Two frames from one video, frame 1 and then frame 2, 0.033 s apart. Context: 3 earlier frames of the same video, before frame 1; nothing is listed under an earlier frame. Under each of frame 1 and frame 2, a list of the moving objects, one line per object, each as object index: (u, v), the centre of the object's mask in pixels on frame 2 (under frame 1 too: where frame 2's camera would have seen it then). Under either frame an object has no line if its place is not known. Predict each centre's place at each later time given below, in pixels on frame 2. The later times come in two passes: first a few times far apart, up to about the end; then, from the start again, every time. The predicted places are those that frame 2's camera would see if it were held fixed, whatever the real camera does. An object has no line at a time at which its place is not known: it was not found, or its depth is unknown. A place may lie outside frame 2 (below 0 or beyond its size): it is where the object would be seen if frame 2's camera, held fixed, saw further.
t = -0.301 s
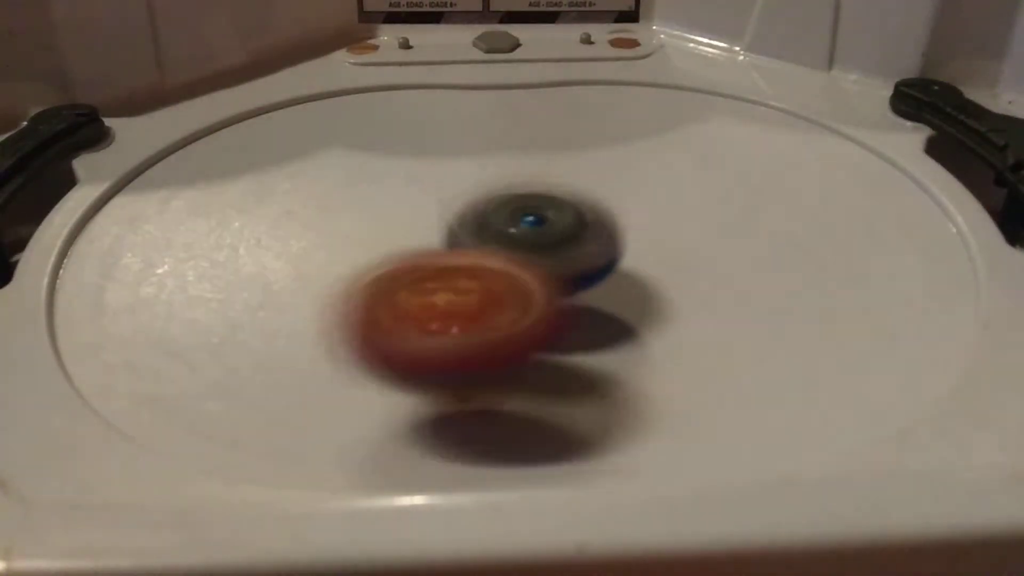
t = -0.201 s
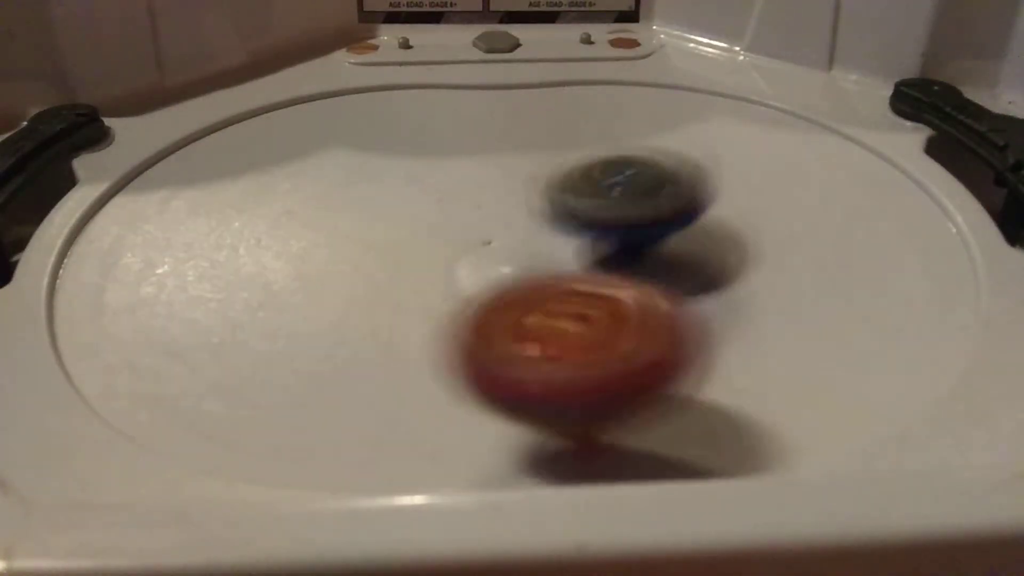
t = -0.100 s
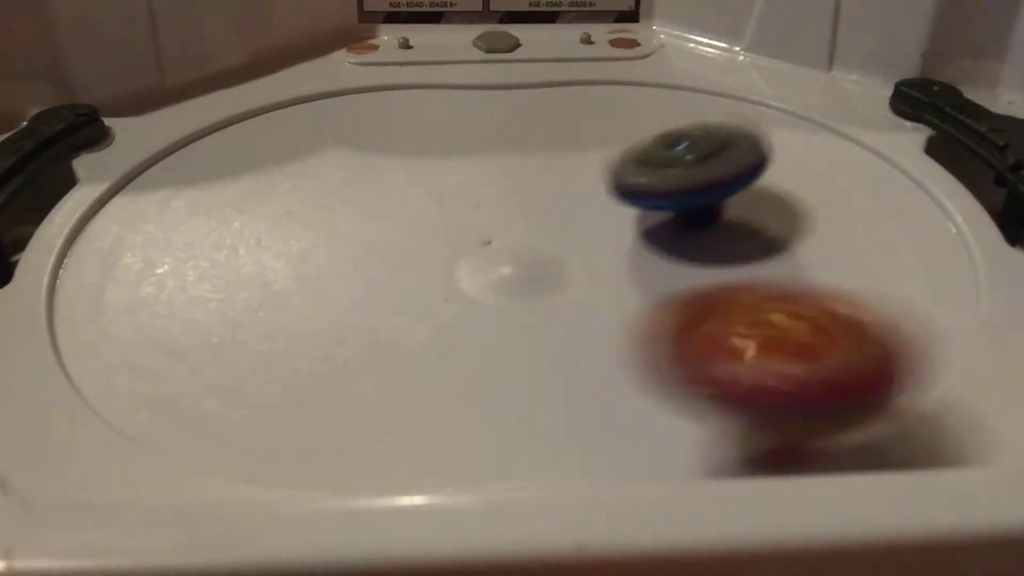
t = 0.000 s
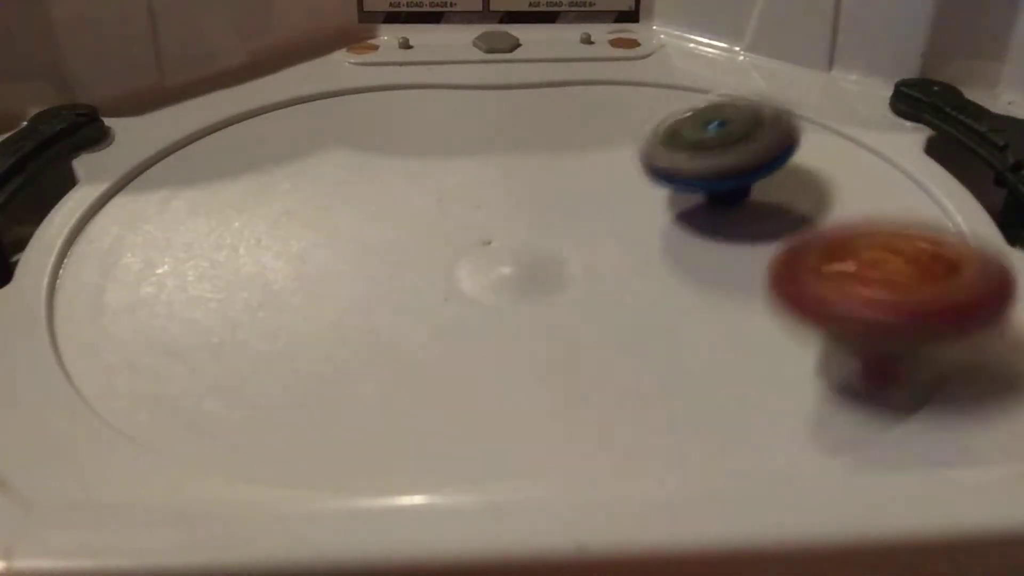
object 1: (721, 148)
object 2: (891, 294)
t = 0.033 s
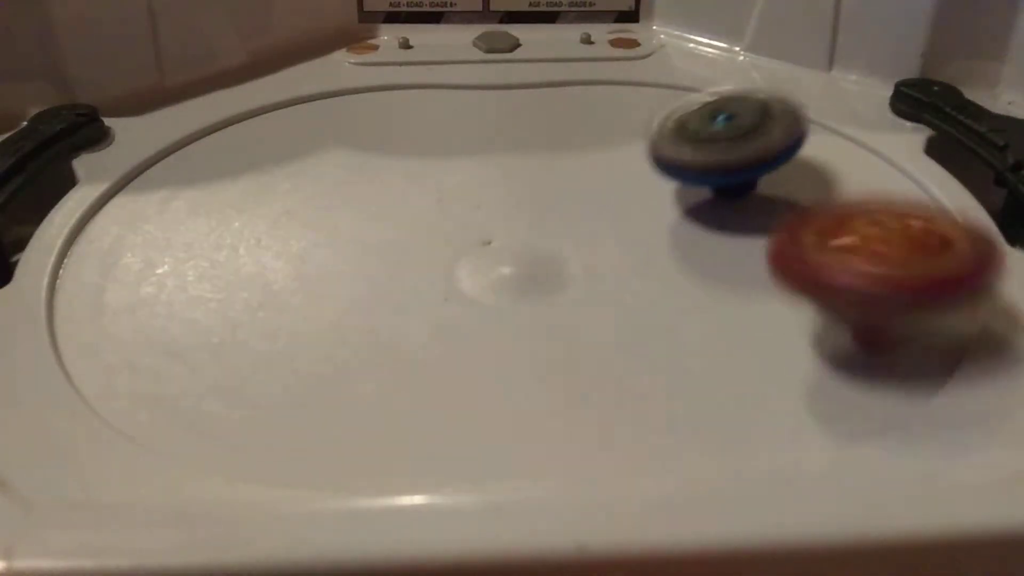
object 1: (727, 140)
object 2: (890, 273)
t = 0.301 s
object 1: (678, 31)
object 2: (612, 271)
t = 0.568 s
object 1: (621, 22)
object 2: (461, 344)
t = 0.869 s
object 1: (578, 122)
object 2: (283, 244)
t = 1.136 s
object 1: (620, 290)
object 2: (178, 207)
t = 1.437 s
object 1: (664, 275)
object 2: (418, 168)
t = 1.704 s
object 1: (598, 187)
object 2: (473, 74)
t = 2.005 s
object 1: (681, 243)
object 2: (306, 106)
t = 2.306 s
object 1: (728, 282)
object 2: (507, 251)
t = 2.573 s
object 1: (812, 249)
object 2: (598, 254)
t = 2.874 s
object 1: (703, 256)
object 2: (393, 198)
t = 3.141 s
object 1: (570, 277)
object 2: (319, 207)
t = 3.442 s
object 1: (549, 355)
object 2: (465, 155)
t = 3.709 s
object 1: (619, 324)
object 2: (507, 85)
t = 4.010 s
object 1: (539, 237)
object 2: (604, 125)
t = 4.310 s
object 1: (474, 282)
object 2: (735, 131)
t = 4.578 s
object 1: (491, 286)
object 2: (711, 187)
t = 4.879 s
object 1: (281, 244)
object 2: (795, 204)
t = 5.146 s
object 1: (292, 245)
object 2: (702, 191)
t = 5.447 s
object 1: (380, 214)
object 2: (569, 189)
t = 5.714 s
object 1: (351, 178)
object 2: (547, 175)
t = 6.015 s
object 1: (250, 181)
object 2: (683, 226)
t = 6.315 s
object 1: (459, 203)
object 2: (668, 272)
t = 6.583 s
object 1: (486, 159)
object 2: (672, 266)
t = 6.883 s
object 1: (478, 206)
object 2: (669, 225)
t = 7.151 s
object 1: (408, 179)
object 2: (659, 233)
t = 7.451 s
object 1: (442, 187)
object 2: (603, 230)
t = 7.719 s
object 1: (490, 185)
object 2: (640, 231)
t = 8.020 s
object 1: (410, 205)
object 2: (666, 226)
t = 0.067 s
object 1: (734, 134)
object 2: (872, 249)
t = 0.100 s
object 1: (736, 125)
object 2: (833, 222)
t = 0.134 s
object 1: (735, 115)
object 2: (791, 200)
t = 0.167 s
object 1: (732, 92)
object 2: (759, 207)
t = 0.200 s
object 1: (722, 69)
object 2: (723, 222)
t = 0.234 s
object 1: (710, 43)
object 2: (684, 239)
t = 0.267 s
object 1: (693, 36)
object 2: (648, 256)
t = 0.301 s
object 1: (678, 31)
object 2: (612, 271)
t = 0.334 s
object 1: (665, 28)
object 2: (578, 288)
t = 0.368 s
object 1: (654, 26)
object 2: (553, 303)
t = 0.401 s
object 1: (645, 24)
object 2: (530, 317)
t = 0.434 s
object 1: (643, 23)
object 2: (511, 329)
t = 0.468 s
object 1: (641, 21)
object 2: (493, 338)
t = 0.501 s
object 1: (636, 24)
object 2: (479, 344)
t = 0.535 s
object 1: (630, 23)
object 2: (470, 346)
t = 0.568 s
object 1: (621, 22)
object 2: (461, 344)
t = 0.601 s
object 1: (611, 22)
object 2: (454, 339)
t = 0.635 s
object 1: (599, 22)
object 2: (447, 329)
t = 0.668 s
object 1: (592, 24)
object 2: (433, 317)
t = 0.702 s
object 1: (586, 29)
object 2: (415, 304)
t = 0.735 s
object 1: (579, 33)
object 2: (391, 290)
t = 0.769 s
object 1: (575, 47)
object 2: (364, 277)
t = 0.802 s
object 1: (572, 71)
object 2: (337, 266)
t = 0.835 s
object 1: (576, 97)
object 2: (309, 254)
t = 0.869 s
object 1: (578, 122)
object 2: (283, 244)
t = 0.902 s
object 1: (594, 164)
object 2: (257, 235)
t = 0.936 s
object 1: (589, 175)
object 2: (232, 227)
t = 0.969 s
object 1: (595, 199)
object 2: (214, 220)
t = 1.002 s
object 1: (600, 224)
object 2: (198, 215)
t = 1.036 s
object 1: (602, 243)
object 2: (186, 211)
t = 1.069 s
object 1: (608, 262)
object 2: (178, 208)
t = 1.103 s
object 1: (613, 279)
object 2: (176, 208)
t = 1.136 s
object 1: (620, 290)
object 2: (178, 207)
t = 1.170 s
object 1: (628, 298)
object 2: (190, 207)
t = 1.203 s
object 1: (638, 304)
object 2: (205, 208)
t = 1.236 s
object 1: (646, 307)
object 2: (228, 207)
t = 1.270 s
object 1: (654, 307)
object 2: (256, 206)
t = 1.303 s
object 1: (659, 305)
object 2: (288, 202)
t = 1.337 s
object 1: (663, 300)
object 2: (323, 196)
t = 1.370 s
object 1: (665, 294)
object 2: (358, 188)
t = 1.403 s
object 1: (665, 287)
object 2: (390, 179)
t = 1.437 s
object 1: (664, 275)
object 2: (418, 168)
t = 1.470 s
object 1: (658, 268)
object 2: (441, 155)
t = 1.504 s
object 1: (654, 258)
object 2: (458, 142)
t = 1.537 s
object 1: (647, 246)
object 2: (470, 127)
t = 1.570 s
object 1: (641, 235)
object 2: (477, 113)
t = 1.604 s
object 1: (634, 223)
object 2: (481, 101)
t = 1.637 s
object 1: (624, 214)
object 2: (482, 89)
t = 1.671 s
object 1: (611, 200)
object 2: (478, 79)
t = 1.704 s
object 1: (598, 187)
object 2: (473, 74)
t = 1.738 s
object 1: (586, 180)
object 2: (466, 72)
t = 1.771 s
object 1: (573, 171)
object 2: (458, 75)
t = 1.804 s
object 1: (558, 165)
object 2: (450, 81)
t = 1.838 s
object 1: (576, 168)
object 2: (429, 77)
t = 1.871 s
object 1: (608, 188)
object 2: (397, 71)
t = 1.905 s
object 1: (633, 203)
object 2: (368, 73)
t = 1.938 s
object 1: (653, 215)
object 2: (342, 80)
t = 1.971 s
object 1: (671, 231)
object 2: (322, 90)
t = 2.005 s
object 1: (681, 243)
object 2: (306, 106)
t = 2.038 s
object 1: (684, 253)
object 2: (299, 127)
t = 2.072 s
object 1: (685, 260)
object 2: (302, 146)
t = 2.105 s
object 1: (687, 267)
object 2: (312, 165)
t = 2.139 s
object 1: (690, 272)
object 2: (331, 184)
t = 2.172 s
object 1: (695, 276)
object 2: (358, 204)
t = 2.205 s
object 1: (701, 279)
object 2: (391, 221)
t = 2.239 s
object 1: (708, 281)
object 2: (425, 234)
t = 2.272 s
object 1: (718, 282)
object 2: (467, 244)
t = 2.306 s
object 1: (728, 282)
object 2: (507, 251)
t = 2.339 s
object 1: (745, 274)
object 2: (544, 255)
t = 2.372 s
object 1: (775, 266)
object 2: (552, 258)
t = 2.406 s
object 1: (808, 265)
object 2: (558, 263)
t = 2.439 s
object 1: (821, 260)
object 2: (567, 266)
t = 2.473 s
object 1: (831, 250)
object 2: (579, 267)
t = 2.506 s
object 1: (831, 251)
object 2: (586, 265)
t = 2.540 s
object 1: (820, 249)
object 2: (594, 260)
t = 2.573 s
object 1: (812, 249)
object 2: (598, 254)
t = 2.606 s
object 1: (804, 249)
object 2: (592, 248)
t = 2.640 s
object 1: (806, 248)
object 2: (569, 238)
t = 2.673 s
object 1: (798, 249)
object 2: (546, 231)
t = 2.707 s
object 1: (786, 251)
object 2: (522, 221)
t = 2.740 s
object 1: (772, 250)
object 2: (497, 217)
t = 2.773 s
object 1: (756, 251)
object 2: (467, 214)
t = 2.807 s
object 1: (737, 252)
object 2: (440, 209)
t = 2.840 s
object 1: (721, 255)
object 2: (415, 202)
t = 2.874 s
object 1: (703, 256)
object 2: (393, 198)
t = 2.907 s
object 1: (684, 258)
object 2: (372, 195)
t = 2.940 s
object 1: (665, 261)
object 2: (350, 194)
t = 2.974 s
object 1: (647, 264)
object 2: (332, 194)
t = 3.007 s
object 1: (629, 266)
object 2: (320, 195)
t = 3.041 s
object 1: (613, 269)
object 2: (316, 198)
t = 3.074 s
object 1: (597, 273)
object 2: (311, 201)
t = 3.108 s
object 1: (583, 274)
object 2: (312, 203)
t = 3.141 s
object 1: (570, 277)
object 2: (319, 207)
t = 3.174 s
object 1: (559, 281)
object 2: (328, 209)
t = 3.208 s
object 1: (548, 285)
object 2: (341, 212)
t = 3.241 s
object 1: (538, 289)
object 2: (361, 215)
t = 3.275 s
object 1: (529, 294)
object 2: (381, 214)
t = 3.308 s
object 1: (526, 302)
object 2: (406, 210)
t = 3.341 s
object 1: (529, 315)
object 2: (428, 196)
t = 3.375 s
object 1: (531, 332)
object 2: (444, 183)
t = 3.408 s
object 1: (541, 348)
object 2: (455, 167)
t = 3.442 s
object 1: (549, 355)
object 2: (465, 155)
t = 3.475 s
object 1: (559, 359)
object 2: (472, 142)
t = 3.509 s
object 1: (568, 360)
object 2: (477, 131)
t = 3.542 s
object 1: (582, 358)
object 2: (484, 121)
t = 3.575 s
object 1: (594, 356)
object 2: (488, 111)
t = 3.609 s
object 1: (605, 350)
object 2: (494, 102)
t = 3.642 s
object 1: (612, 343)
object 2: (500, 92)
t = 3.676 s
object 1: (616, 334)
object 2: (504, 87)
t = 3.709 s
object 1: (619, 324)
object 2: (507, 85)
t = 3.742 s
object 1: (617, 312)
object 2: (511, 83)
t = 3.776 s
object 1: (612, 298)
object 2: (514, 85)
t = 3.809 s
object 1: (606, 286)
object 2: (520, 91)
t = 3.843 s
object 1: (599, 275)
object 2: (527, 100)
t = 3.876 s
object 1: (589, 263)
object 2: (539, 110)
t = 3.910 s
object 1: (578, 250)
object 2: (552, 120)
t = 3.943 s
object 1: (566, 238)
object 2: (567, 124)
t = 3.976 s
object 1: (552, 233)
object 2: (588, 125)
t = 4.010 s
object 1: (539, 237)
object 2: (604, 125)
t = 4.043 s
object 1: (531, 238)
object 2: (626, 128)
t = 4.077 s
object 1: (524, 248)
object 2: (645, 127)
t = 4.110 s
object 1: (524, 249)
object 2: (662, 126)
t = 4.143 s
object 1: (521, 258)
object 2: (680, 125)
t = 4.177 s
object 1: (513, 264)
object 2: (693, 125)
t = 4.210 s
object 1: (503, 270)
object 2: (707, 125)
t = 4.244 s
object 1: (491, 274)
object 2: (718, 127)
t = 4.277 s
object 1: (480, 279)
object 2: (726, 129)
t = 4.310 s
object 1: (474, 282)
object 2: (735, 131)
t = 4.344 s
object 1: (468, 285)
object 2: (739, 134)
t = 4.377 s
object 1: (468, 287)
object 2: (744, 140)
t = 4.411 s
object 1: (466, 289)
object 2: (744, 145)
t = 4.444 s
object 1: (468, 291)
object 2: (742, 151)
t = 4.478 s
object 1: (470, 291)
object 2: (740, 157)
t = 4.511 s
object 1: (476, 291)
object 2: (731, 166)
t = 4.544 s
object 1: (481, 289)
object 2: (723, 176)
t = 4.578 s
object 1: (491, 286)
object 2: (711, 187)
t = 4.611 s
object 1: (500, 282)
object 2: (701, 198)
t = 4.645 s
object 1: (507, 278)
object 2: (690, 209)
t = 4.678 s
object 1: (492, 274)
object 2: (686, 217)
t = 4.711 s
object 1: (444, 266)
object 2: (714, 215)
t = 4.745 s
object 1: (397, 269)
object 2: (736, 216)
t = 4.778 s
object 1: (362, 268)
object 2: (756, 212)
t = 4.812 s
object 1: (326, 262)
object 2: (773, 211)
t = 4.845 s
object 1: (298, 252)
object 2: (787, 207)
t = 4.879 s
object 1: (281, 244)
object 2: (795, 204)
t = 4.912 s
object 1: (272, 242)
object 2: (801, 200)
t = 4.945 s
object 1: (267, 241)
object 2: (799, 197)
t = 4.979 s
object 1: (263, 238)
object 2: (793, 194)
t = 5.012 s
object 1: (265, 238)
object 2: (779, 191)
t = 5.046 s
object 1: (269, 238)
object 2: (768, 190)
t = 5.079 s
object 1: (275, 238)
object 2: (749, 189)
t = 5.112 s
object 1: (283, 241)
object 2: (731, 189)
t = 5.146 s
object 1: (292, 245)
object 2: (702, 191)
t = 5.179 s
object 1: (304, 246)
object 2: (678, 192)
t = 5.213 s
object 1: (319, 248)
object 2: (654, 195)
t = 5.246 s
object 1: (339, 244)
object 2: (628, 197)
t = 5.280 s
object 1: (359, 243)
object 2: (603, 199)
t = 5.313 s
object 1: (384, 237)
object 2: (579, 201)
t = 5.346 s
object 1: (388, 234)
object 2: (573, 198)
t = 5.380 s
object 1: (382, 224)
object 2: (577, 197)
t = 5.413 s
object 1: (381, 217)
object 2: (572, 192)
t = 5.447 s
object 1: (380, 214)
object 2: (569, 189)
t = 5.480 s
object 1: (379, 208)
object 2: (565, 187)
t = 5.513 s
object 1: (379, 203)
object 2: (561, 185)
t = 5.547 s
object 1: (376, 199)
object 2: (557, 183)
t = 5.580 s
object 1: (370, 194)
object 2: (556, 183)
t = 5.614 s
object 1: (369, 188)
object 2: (551, 180)
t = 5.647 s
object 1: (368, 185)
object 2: (547, 178)
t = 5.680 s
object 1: (369, 184)
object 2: (541, 177)
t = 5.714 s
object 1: (351, 178)
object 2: (547, 175)
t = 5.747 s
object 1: (309, 171)
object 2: (585, 184)
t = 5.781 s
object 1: (280, 160)
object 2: (618, 183)
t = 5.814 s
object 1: (254, 156)
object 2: (644, 195)
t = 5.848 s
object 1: (242, 157)
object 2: (655, 200)
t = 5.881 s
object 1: (234, 158)
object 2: (665, 203)
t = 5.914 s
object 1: (234, 158)
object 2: (671, 208)
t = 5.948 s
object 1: (234, 163)
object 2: (678, 211)
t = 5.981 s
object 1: (238, 170)
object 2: (684, 217)
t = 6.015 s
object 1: (250, 181)
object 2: (683, 226)
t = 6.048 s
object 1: (266, 191)
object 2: (681, 234)
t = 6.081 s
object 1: (288, 202)
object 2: (672, 242)
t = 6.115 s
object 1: (317, 209)
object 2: (662, 250)
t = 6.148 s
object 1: (357, 219)
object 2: (650, 257)
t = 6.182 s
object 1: (395, 225)
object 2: (636, 260)
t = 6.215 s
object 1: (434, 226)
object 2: (624, 263)
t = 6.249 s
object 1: (454, 228)
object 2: (637, 262)
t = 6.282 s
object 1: (458, 214)
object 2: (651, 267)
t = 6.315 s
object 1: (459, 203)
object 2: (668, 272)
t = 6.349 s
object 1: (459, 194)
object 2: (674, 274)
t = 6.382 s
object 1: (469, 179)
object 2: (680, 278)
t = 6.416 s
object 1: (475, 171)
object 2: (685, 276)
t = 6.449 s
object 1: (483, 159)
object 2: (685, 277)
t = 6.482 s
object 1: (484, 155)
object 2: (685, 275)
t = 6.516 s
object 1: (486, 153)
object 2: (682, 271)
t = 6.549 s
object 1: (487, 154)
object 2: (675, 269)
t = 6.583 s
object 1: (486, 159)
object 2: (672, 266)
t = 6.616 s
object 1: (485, 160)
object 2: (670, 259)
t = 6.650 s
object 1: (484, 164)
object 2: (661, 250)
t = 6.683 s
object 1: (483, 173)
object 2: (651, 242)
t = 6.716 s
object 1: (476, 180)
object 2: (647, 236)
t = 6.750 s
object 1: (476, 187)
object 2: (645, 230)
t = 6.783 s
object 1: (479, 197)
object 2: (645, 225)
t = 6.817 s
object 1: (484, 203)
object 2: (646, 218)
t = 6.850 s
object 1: (489, 206)
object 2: (650, 214)
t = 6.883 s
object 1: (478, 206)
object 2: (669, 225)
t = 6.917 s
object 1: (457, 198)
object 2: (680, 218)
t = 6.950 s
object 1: (440, 190)
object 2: (692, 221)
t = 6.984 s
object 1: (431, 184)
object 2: (693, 226)
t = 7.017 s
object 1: (424, 178)
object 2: (688, 226)
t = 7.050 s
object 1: (421, 180)
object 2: (684, 228)
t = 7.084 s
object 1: (415, 181)
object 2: (677, 226)
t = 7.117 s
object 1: (411, 177)
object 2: (672, 220)
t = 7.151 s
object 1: (408, 179)
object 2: (659, 233)
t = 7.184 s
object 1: (410, 183)
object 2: (650, 237)
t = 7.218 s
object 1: (416, 186)
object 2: (638, 231)
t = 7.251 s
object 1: (425, 193)
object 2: (625, 227)
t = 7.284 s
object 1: (433, 197)
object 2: (611, 230)
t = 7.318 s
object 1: (439, 201)
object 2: (604, 231)
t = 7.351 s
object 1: (438, 201)
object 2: (603, 230)
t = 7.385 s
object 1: (439, 194)
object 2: (600, 231)
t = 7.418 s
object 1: (439, 190)
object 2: (601, 233)
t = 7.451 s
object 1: (442, 187)
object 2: (603, 230)
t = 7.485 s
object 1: (450, 187)
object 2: (607, 226)
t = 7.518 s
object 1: (457, 188)
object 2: (615, 230)
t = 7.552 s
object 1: (463, 190)
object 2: (617, 222)
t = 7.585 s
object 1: (475, 194)
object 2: (618, 224)
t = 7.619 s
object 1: (484, 194)
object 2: (618, 223)
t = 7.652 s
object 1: (492, 189)
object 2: (620, 225)
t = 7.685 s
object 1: (492, 186)
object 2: (629, 232)
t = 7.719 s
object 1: (490, 185)
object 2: (640, 231)
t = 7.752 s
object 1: (484, 188)
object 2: (646, 230)
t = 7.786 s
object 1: (478, 188)
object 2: (650, 230)
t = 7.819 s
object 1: (469, 190)
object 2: (653, 229)
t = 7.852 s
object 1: (461, 191)
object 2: (655, 228)
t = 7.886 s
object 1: (453, 194)
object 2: (657, 229)
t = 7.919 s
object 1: (443, 196)
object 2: (659, 228)
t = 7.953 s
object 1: (431, 200)
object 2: (661, 227)
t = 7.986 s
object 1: (420, 205)
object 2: (664, 227)
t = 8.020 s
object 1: (410, 205)
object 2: (666, 226)
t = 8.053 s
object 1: (401, 205)
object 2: (665, 226)
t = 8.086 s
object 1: (397, 205)
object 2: (664, 226)
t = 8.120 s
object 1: (392, 204)
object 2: (664, 226)
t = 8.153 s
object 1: (390, 204)
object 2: (664, 226)
